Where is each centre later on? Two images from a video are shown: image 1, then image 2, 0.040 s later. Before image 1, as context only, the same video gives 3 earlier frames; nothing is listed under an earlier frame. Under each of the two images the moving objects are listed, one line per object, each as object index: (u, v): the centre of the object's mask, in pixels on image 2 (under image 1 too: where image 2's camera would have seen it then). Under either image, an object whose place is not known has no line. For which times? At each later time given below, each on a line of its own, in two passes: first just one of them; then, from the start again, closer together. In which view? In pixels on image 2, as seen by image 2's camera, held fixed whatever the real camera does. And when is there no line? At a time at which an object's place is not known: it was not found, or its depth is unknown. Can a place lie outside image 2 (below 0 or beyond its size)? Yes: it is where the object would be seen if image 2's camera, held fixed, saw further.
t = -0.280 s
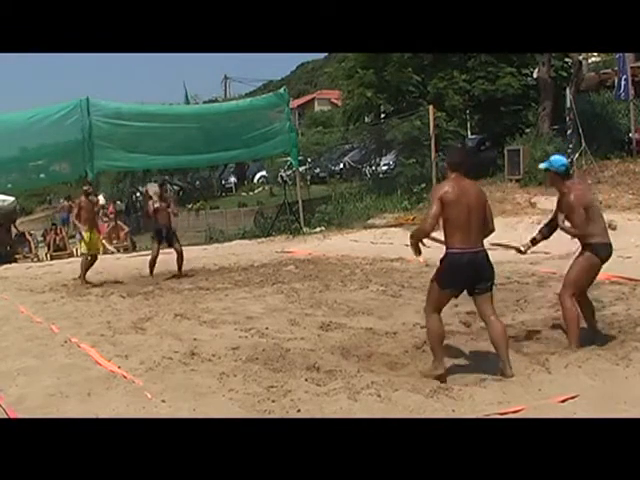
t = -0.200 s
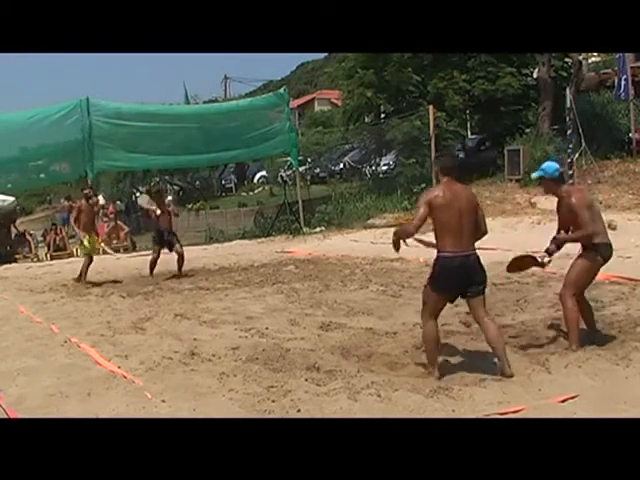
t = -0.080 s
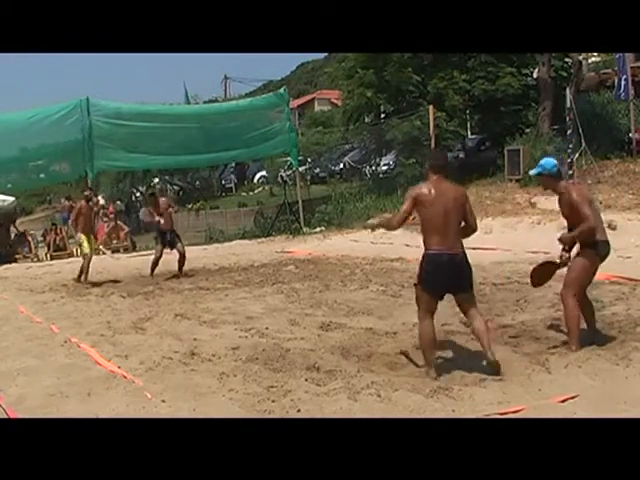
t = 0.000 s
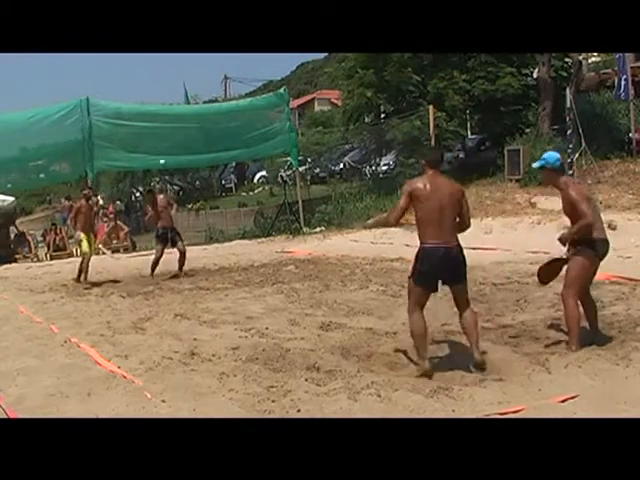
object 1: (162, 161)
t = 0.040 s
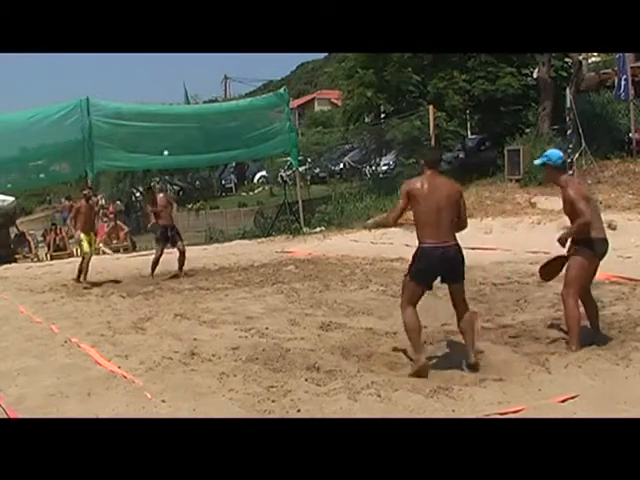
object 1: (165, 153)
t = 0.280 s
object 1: (189, 121)
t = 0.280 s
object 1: (189, 121)
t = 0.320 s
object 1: (194, 120)
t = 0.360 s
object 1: (198, 119)
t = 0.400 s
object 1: (203, 120)
